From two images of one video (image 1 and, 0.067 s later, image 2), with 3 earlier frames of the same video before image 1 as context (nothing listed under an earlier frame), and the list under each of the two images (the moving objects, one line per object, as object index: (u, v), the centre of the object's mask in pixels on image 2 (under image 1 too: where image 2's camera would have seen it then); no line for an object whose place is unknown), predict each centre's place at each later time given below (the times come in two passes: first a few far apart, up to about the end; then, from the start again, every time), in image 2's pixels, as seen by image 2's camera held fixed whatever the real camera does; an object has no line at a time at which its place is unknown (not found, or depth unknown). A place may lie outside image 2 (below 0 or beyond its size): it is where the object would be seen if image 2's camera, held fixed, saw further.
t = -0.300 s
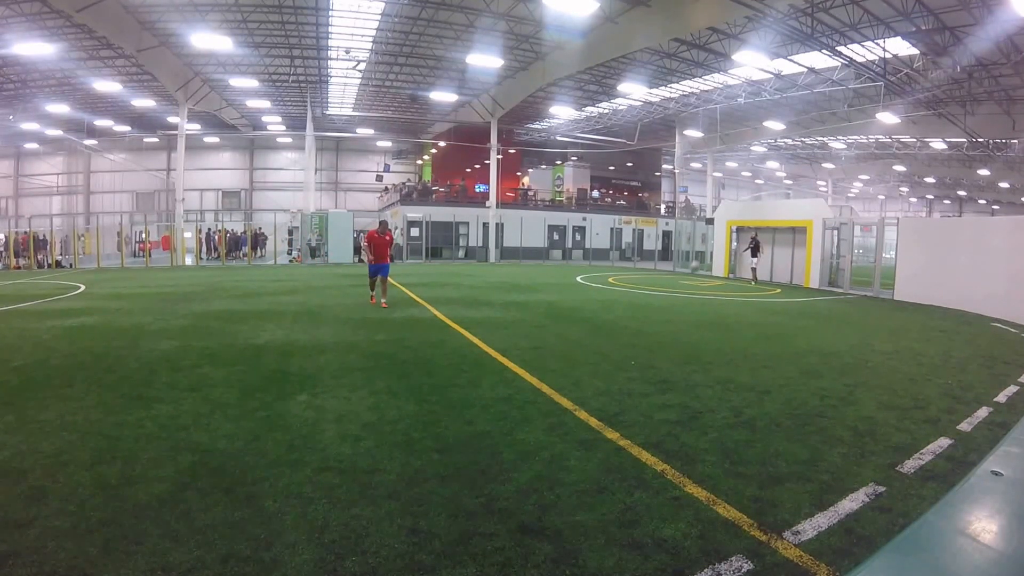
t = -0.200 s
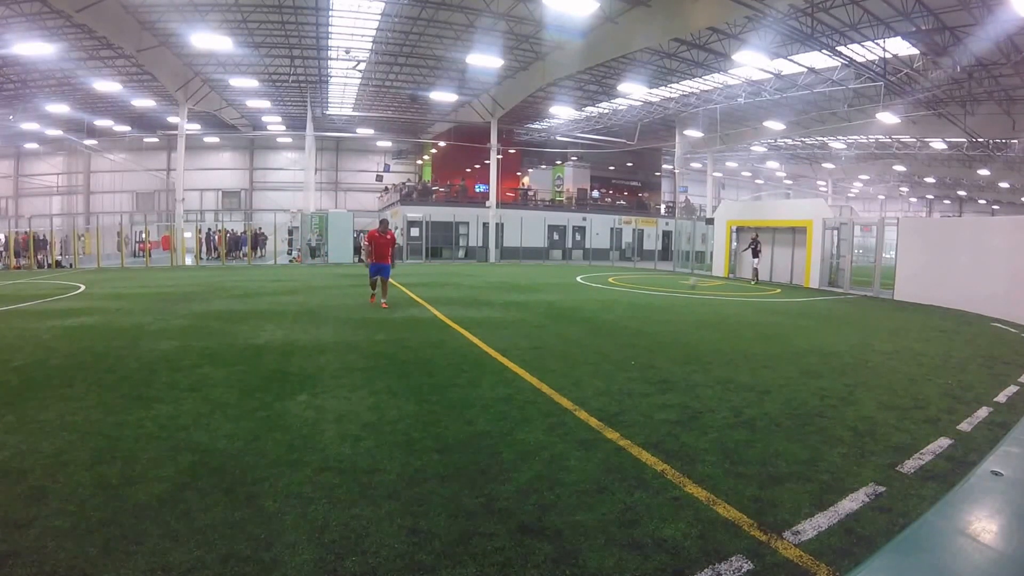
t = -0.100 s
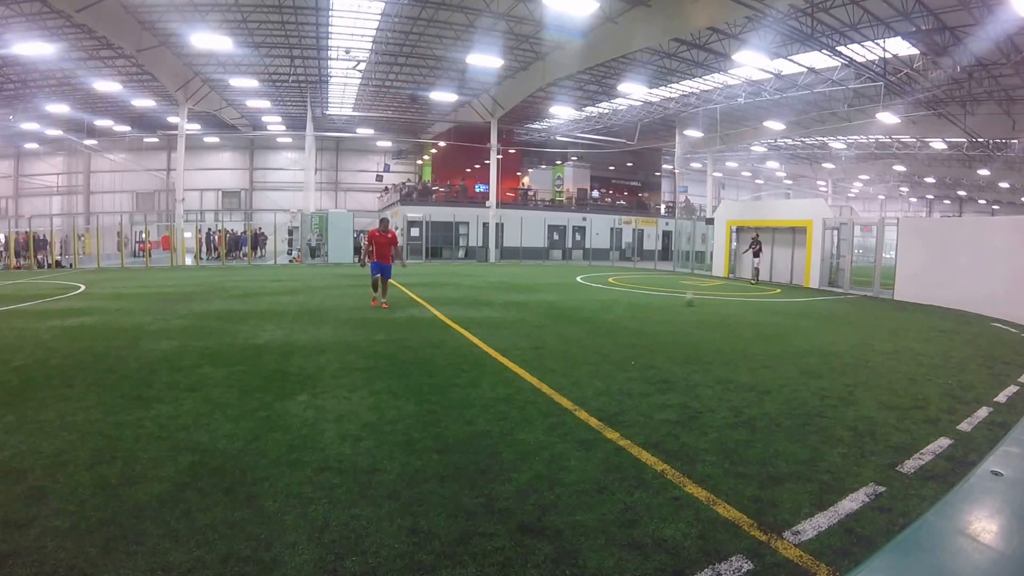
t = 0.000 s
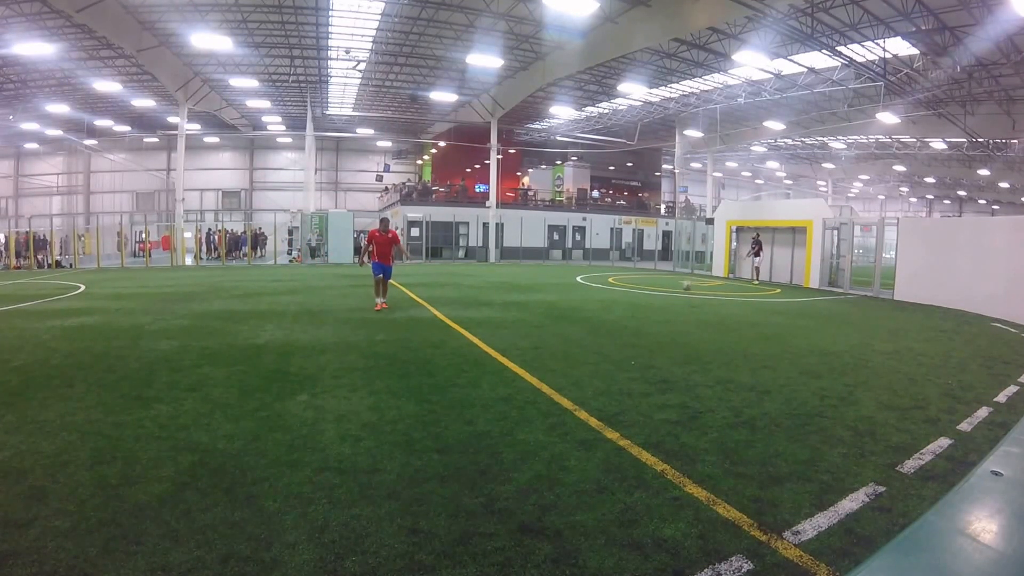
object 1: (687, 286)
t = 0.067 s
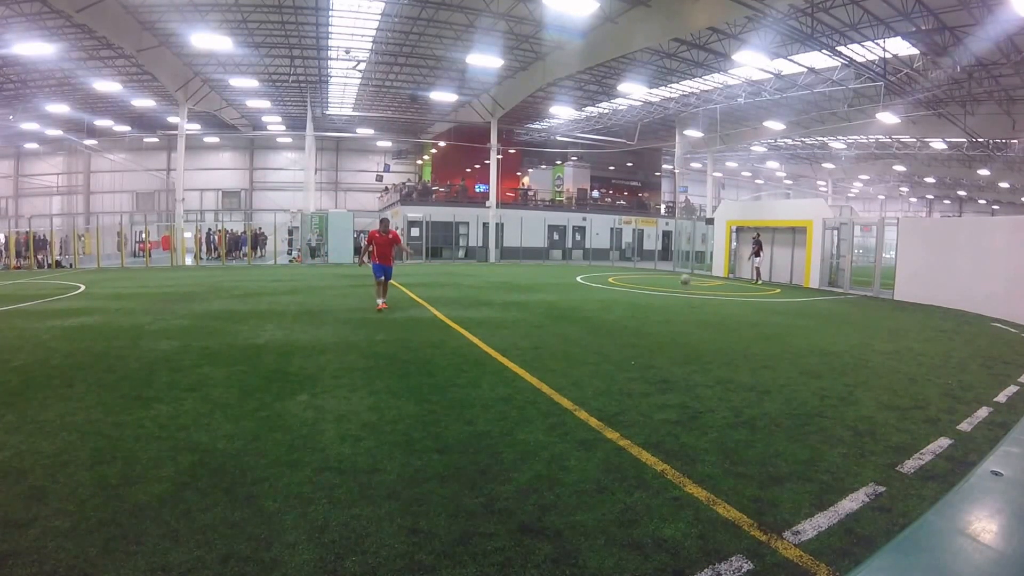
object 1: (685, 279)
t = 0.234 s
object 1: (680, 273)
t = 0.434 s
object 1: (672, 281)
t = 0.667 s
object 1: (661, 303)
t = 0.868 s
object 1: (653, 293)
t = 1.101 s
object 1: (642, 308)
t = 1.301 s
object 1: (633, 305)
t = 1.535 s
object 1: (620, 317)
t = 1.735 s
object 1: (611, 314)
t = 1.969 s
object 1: (600, 320)
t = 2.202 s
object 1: (589, 326)
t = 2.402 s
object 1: (578, 329)
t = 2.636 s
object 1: (566, 332)
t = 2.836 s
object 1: (555, 335)
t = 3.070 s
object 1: (541, 339)
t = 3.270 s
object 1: (529, 341)
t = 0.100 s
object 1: (684, 277)
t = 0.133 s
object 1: (683, 275)
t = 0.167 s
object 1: (681, 274)
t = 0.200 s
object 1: (680, 273)
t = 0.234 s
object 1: (680, 273)
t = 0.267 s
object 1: (678, 273)
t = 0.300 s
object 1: (677, 273)
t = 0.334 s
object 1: (676, 274)
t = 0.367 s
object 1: (675, 276)
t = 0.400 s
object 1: (673, 278)
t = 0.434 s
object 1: (672, 281)
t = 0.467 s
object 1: (670, 285)
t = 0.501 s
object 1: (668, 289)
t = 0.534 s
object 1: (667, 293)
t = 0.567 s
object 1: (665, 299)
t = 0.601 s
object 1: (663, 306)
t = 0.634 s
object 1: (662, 307)
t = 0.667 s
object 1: (661, 303)
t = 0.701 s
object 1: (660, 300)
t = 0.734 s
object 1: (658, 297)
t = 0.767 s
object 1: (657, 295)
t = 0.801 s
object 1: (656, 294)
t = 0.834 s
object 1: (654, 293)
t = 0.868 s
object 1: (653, 293)
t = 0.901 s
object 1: (652, 294)
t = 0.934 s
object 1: (650, 294)
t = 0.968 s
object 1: (649, 296)
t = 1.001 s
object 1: (647, 298)
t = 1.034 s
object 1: (645, 300)
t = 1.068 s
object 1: (643, 304)
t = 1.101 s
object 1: (642, 308)
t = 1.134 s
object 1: (640, 312)
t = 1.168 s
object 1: (638, 312)
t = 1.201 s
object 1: (637, 309)
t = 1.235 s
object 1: (636, 307)
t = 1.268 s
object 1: (634, 305)
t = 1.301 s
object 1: (633, 305)
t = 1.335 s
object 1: (631, 305)
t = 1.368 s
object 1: (629, 305)
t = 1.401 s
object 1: (628, 306)
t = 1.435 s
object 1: (626, 307)
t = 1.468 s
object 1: (624, 310)
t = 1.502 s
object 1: (622, 313)
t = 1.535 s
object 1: (620, 317)
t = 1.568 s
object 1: (619, 317)
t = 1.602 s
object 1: (617, 315)
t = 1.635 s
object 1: (616, 314)
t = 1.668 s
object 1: (614, 313)
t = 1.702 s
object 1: (613, 313)
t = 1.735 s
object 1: (611, 314)
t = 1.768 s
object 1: (609, 315)
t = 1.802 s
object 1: (608, 317)
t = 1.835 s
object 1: (606, 320)
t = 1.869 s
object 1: (604, 321)
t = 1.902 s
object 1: (603, 320)
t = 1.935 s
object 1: (601, 319)
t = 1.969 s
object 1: (600, 320)
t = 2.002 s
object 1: (598, 322)
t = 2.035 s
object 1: (597, 324)
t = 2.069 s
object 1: (595, 323)
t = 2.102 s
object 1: (593, 324)
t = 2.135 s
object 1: (592, 325)
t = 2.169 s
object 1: (590, 326)
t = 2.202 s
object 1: (589, 326)
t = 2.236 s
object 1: (587, 326)
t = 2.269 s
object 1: (585, 327)
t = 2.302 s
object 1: (584, 328)
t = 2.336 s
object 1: (582, 328)
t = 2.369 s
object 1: (580, 329)
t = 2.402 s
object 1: (578, 329)
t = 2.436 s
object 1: (577, 330)
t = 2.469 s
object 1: (575, 330)
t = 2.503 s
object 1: (573, 331)
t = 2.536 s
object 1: (571, 331)
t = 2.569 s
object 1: (569, 332)
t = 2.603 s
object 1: (568, 332)
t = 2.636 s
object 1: (566, 332)
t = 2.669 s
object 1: (564, 333)
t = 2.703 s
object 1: (562, 333)
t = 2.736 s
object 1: (560, 334)
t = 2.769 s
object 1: (558, 334)
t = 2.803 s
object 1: (557, 335)
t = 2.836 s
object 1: (555, 335)
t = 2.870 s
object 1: (553, 336)
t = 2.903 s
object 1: (551, 336)
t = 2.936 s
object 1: (549, 337)
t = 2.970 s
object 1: (547, 337)
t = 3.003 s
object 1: (545, 338)
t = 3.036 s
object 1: (543, 338)
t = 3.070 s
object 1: (541, 339)
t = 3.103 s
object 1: (539, 339)
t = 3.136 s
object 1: (537, 339)
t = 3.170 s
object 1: (535, 340)
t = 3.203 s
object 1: (533, 341)
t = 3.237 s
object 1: (531, 341)
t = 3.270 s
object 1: (529, 341)
